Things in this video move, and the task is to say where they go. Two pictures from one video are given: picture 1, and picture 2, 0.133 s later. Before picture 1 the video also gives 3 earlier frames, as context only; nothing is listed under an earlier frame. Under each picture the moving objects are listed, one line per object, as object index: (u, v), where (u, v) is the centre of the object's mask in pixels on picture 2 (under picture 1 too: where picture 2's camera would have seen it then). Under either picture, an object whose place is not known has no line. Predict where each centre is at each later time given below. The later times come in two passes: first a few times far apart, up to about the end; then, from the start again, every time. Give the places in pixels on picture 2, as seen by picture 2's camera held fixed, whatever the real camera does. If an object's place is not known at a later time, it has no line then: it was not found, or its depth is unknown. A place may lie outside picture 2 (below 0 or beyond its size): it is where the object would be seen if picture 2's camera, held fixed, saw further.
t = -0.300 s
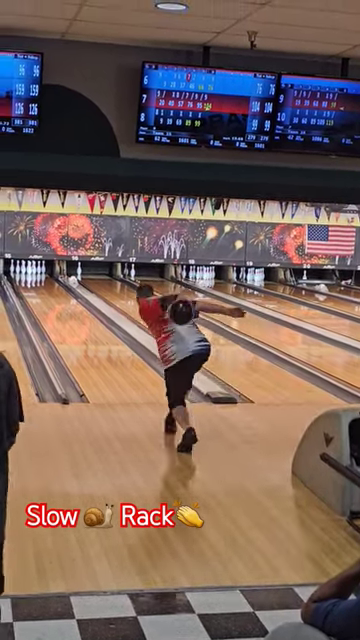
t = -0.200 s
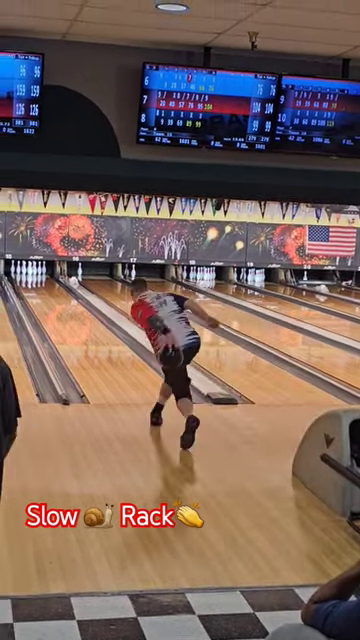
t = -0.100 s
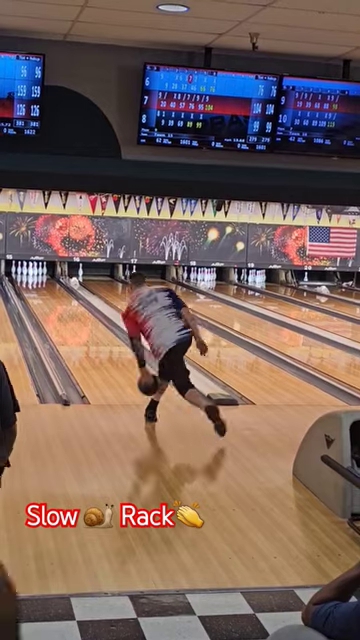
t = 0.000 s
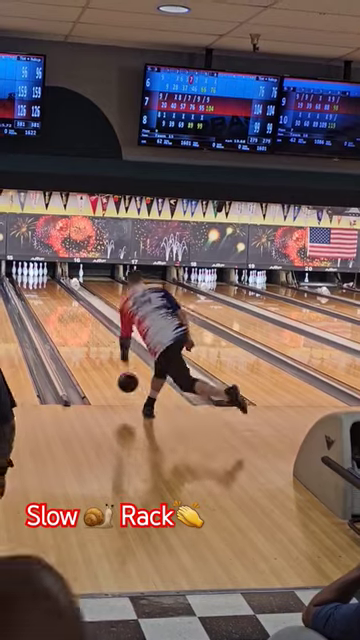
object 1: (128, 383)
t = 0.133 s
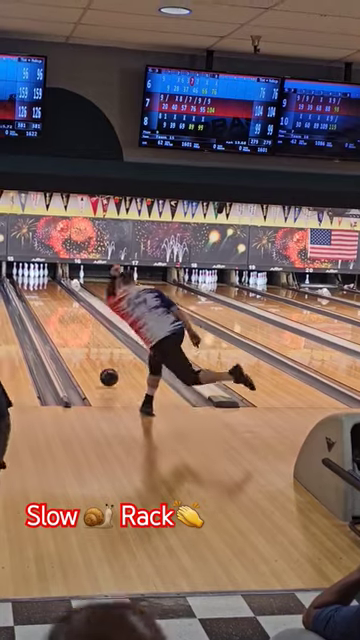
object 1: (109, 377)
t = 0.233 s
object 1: (97, 365)
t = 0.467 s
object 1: (76, 342)
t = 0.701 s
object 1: (60, 324)
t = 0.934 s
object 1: (49, 311)
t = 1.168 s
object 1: (40, 301)
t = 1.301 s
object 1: (36, 295)
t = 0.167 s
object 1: (105, 373)
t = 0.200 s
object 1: (101, 369)
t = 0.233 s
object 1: (97, 365)
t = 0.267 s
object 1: (94, 362)
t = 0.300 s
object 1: (90, 358)
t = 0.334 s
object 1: (87, 355)
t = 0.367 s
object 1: (84, 352)
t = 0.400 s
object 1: (81, 348)
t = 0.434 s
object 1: (79, 345)
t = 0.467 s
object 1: (76, 342)
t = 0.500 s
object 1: (73, 339)
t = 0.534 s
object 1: (71, 336)
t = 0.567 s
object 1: (69, 334)
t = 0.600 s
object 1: (67, 331)
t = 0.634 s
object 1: (64, 329)
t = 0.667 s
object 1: (62, 327)
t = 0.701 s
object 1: (60, 324)
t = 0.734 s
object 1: (59, 322)
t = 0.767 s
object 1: (57, 320)
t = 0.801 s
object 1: (55, 318)
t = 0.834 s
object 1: (53, 316)
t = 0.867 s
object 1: (52, 314)
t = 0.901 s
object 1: (50, 313)
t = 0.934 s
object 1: (49, 311)
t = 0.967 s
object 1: (47, 309)
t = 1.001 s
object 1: (46, 308)
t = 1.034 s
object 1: (44, 306)
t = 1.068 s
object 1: (43, 304)
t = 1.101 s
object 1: (42, 303)
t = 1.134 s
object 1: (41, 302)
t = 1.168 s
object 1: (40, 301)
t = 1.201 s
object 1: (39, 299)
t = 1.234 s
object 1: (38, 298)
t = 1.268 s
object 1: (37, 296)
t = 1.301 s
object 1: (36, 295)
